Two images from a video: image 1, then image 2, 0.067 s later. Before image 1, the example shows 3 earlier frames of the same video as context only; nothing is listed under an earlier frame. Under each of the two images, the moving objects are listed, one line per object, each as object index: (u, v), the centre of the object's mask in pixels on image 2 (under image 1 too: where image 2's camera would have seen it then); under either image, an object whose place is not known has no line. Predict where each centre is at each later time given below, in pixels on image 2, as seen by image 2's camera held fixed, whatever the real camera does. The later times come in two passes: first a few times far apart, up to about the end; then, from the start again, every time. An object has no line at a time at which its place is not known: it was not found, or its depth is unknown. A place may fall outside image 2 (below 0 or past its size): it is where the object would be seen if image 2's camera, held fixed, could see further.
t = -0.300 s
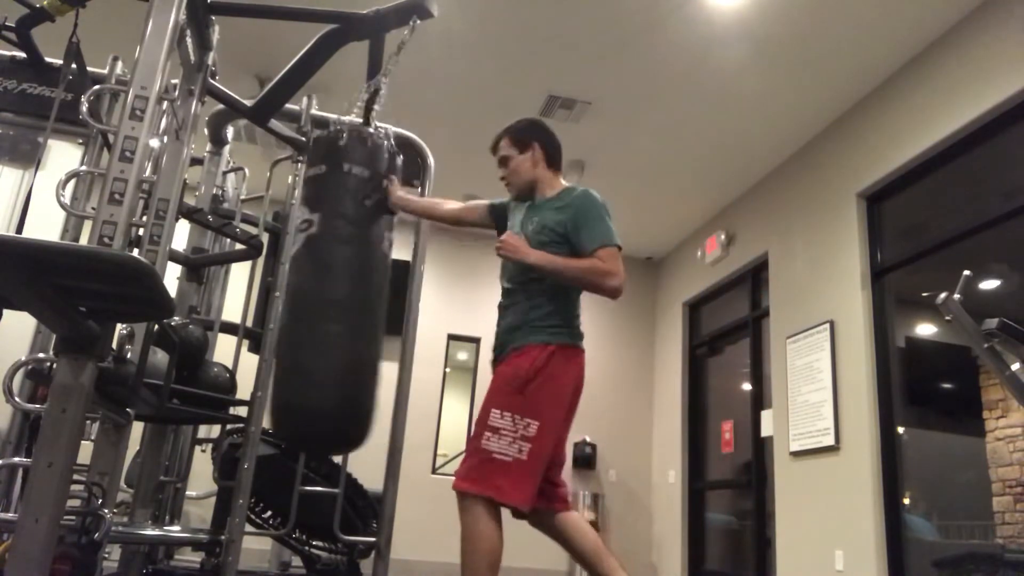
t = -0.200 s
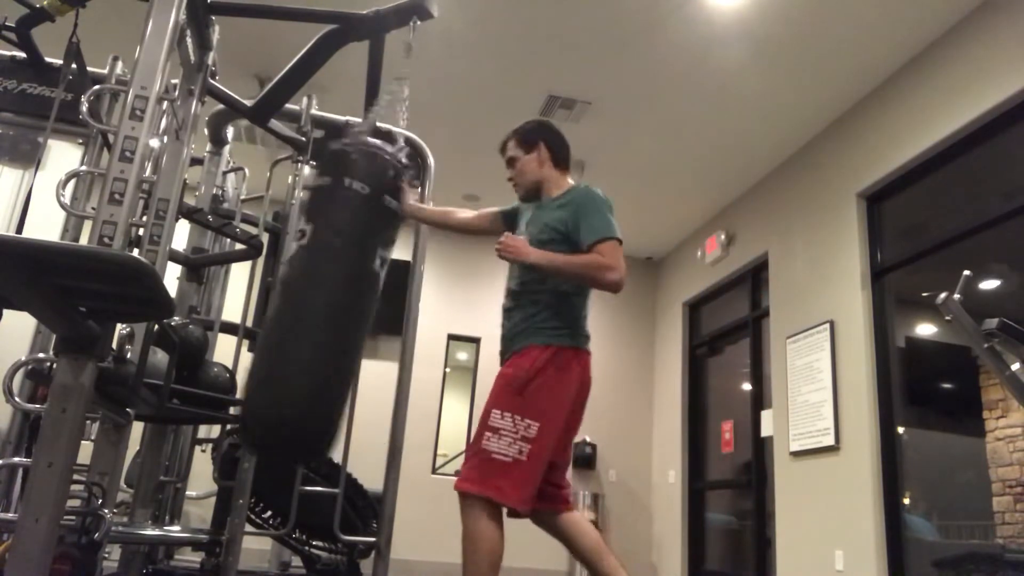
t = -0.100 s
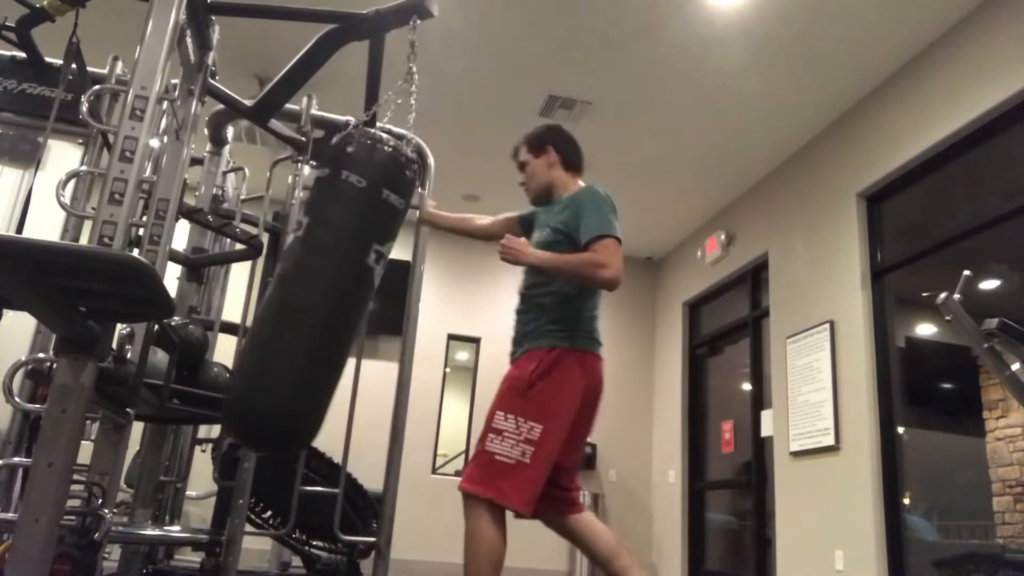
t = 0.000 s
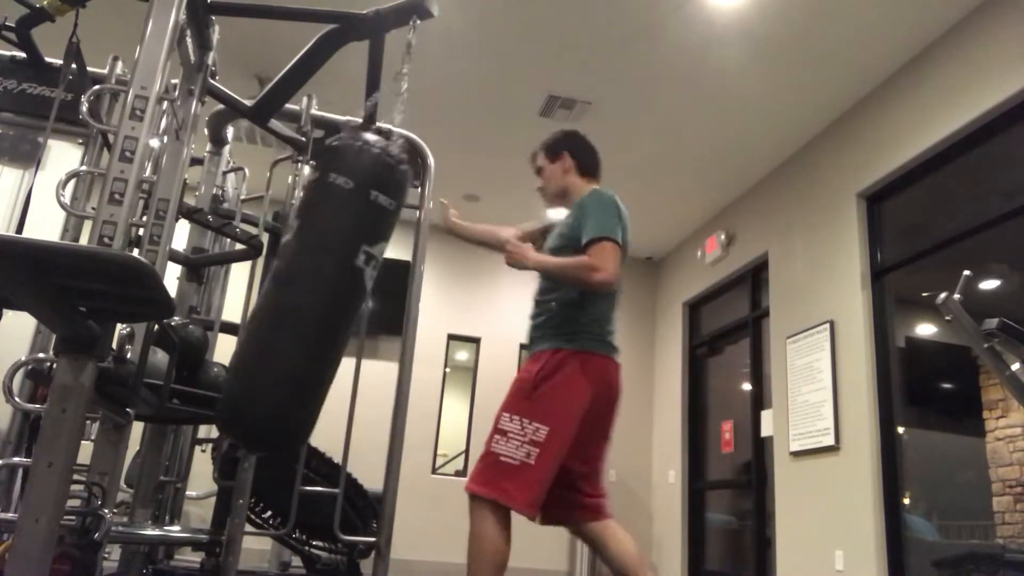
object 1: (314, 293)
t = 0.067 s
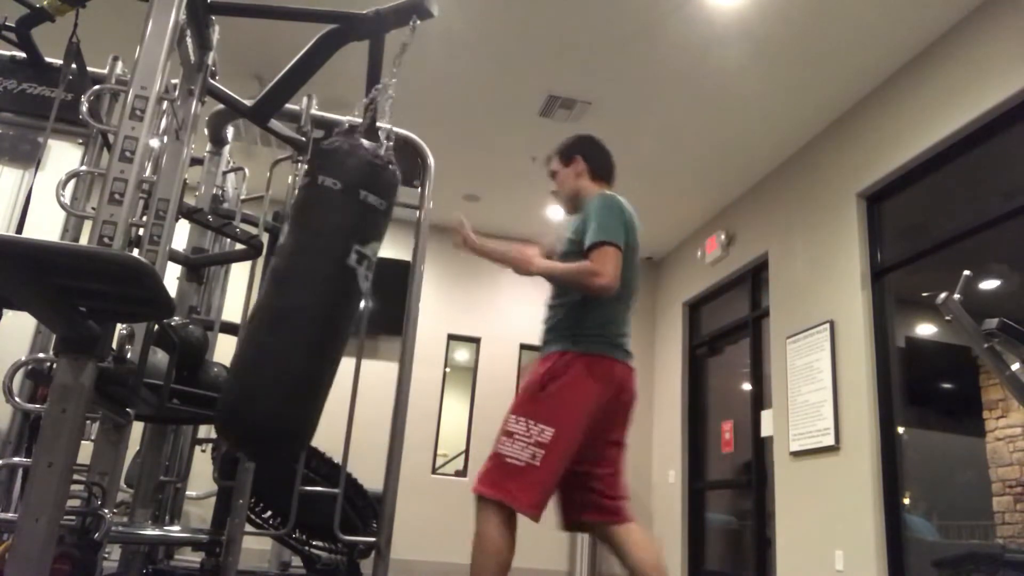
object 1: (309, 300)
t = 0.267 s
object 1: (318, 302)
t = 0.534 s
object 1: (353, 310)
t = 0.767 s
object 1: (393, 312)
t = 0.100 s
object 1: (309, 300)
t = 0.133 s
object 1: (310, 299)
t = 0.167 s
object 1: (311, 300)
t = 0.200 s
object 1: (313, 301)
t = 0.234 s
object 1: (316, 301)
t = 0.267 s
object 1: (318, 302)
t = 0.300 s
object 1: (322, 302)
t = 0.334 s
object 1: (326, 301)
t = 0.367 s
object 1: (329, 302)
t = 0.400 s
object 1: (332, 304)
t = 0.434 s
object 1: (336, 309)
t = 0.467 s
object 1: (342, 309)
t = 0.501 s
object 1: (347, 310)
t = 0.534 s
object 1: (353, 310)
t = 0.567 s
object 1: (359, 311)
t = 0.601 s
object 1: (365, 311)
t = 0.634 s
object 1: (370, 311)
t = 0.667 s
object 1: (375, 310)
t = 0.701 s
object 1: (380, 310)
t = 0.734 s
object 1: (386, 311)
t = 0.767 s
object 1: (393, 312)
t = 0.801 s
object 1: (400, 313)
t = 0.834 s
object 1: (406, 312)
